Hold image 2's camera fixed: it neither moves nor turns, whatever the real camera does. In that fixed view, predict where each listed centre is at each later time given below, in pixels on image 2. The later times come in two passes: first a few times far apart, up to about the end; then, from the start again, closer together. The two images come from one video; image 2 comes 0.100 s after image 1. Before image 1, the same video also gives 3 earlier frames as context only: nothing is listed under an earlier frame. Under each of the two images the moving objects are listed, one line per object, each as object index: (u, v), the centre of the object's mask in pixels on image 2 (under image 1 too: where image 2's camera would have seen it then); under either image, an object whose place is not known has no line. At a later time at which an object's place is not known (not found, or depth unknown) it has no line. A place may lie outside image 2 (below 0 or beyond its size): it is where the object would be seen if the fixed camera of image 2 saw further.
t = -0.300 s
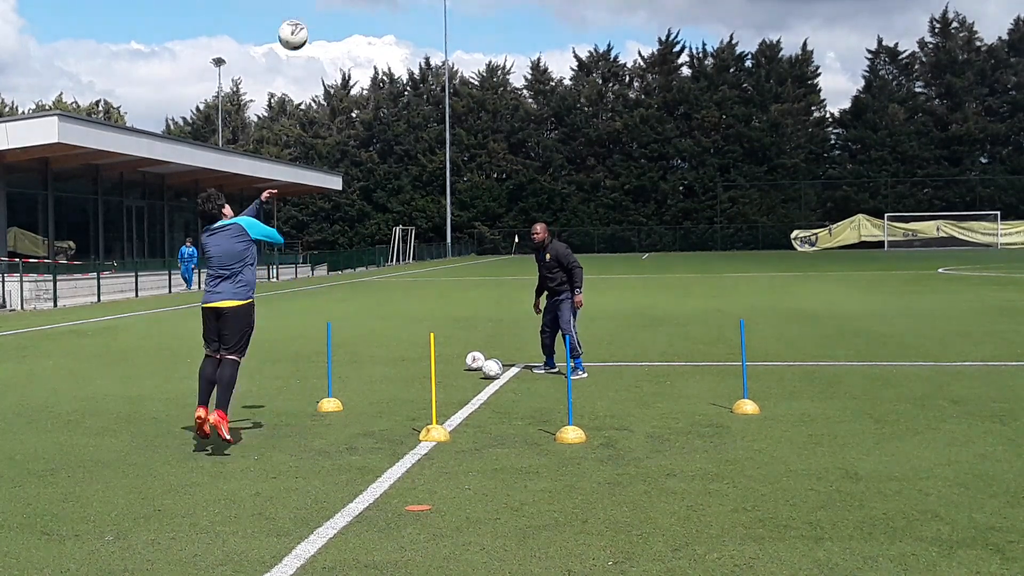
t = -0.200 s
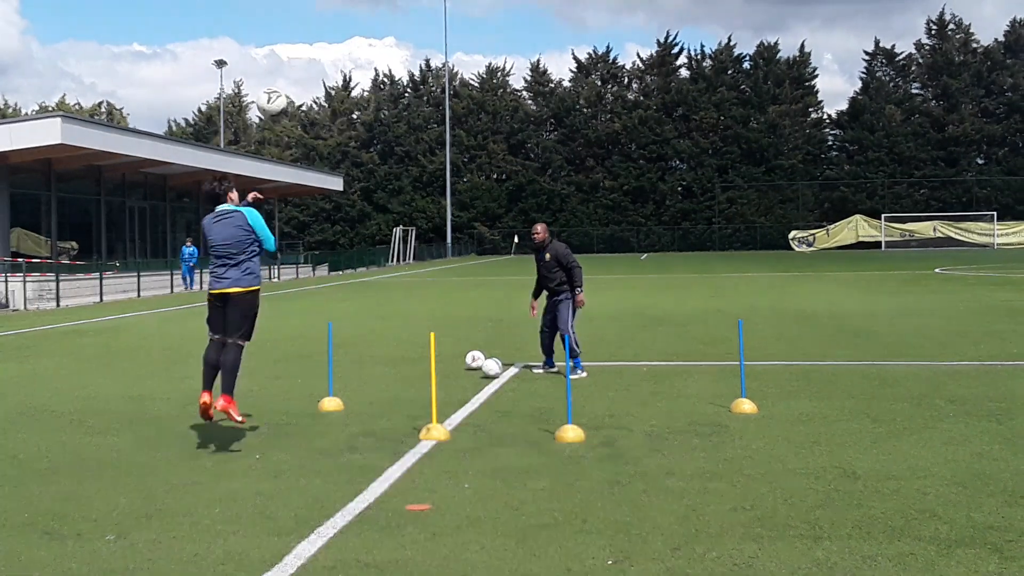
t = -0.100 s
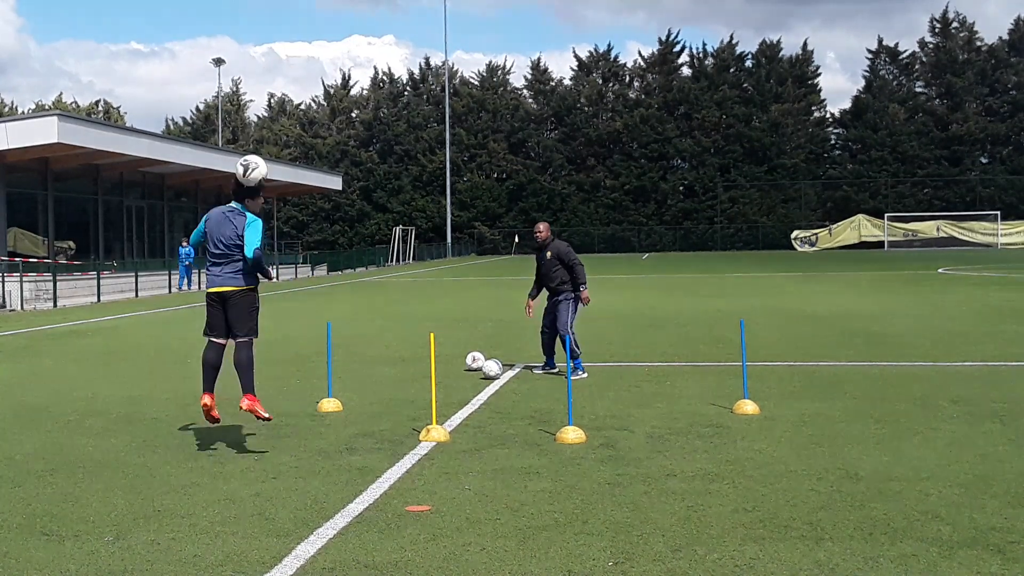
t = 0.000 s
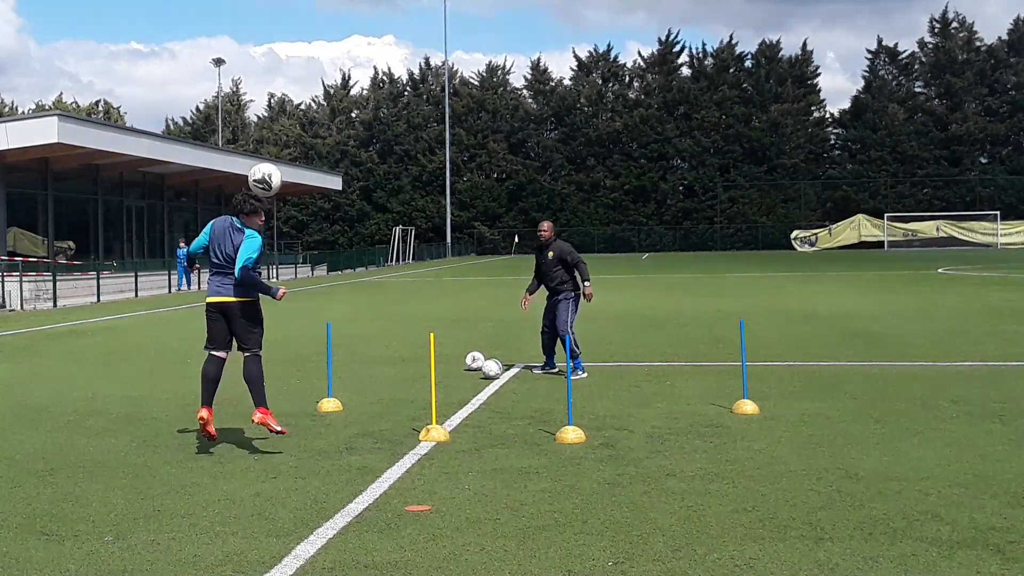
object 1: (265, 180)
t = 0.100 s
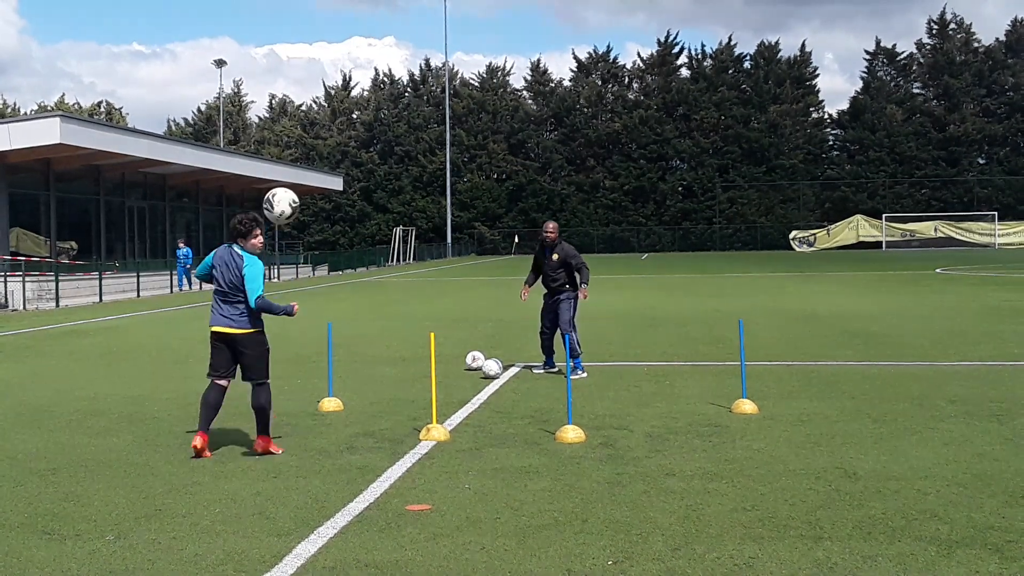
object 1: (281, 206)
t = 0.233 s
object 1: (304, 270)
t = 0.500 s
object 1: (362, 546)
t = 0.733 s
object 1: (381, 403)
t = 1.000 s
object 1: (407, 365)
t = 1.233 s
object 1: (441, 526)
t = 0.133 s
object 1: (286, 219)
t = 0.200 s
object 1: (298, 250)
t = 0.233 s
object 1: (304, 270)
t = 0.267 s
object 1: (311, 294)
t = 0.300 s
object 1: (317, 321)
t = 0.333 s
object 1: (324, 351)
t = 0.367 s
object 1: (331, 385)
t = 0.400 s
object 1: (339, 423)
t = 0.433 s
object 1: (347, 465)
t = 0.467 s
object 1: (355, 513)
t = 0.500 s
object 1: (362, 546)
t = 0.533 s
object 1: (365, 521)
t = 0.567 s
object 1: (368, 498)
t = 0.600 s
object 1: (370, 476)
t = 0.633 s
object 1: (372, 455)
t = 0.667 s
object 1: (375, 436)
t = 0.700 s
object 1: (378, 419)
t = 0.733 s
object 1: (381, 403)
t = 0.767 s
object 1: (383, 391)
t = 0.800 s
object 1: (386, 380)
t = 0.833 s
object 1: (389, 370)
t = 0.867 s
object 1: (393, 363)
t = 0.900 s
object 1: (396, 360)
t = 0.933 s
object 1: (399, 359)
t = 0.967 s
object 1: (403, 361)
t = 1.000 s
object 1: (407, 365)
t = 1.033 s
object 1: (411, 373)
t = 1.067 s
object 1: (416, 387)
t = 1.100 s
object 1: (420, 405)
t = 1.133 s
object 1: (424, 427)
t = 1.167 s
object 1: (430, 453)
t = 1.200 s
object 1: (435, 485)
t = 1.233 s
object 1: (441, 526)
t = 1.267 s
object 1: (447, 555)
